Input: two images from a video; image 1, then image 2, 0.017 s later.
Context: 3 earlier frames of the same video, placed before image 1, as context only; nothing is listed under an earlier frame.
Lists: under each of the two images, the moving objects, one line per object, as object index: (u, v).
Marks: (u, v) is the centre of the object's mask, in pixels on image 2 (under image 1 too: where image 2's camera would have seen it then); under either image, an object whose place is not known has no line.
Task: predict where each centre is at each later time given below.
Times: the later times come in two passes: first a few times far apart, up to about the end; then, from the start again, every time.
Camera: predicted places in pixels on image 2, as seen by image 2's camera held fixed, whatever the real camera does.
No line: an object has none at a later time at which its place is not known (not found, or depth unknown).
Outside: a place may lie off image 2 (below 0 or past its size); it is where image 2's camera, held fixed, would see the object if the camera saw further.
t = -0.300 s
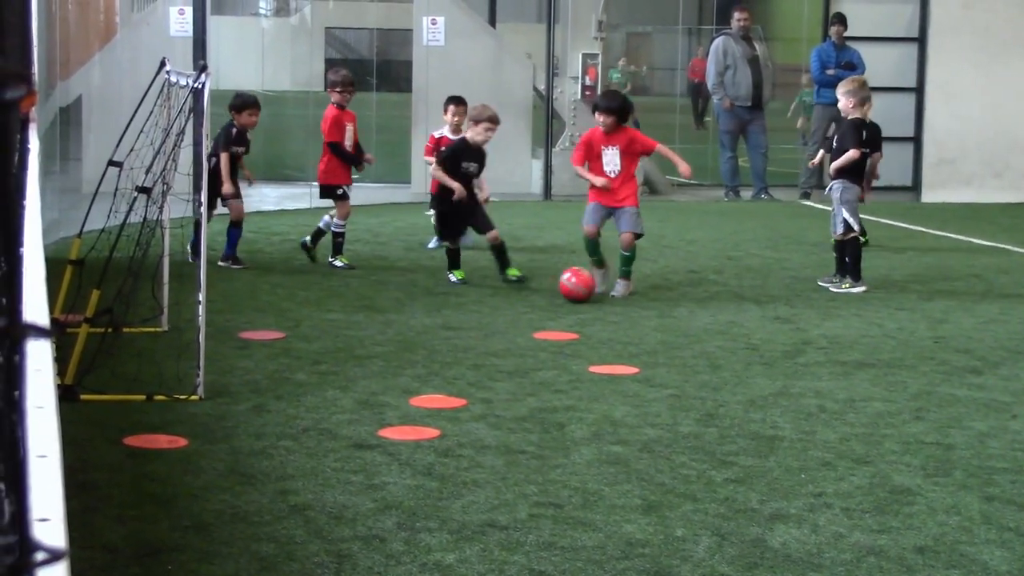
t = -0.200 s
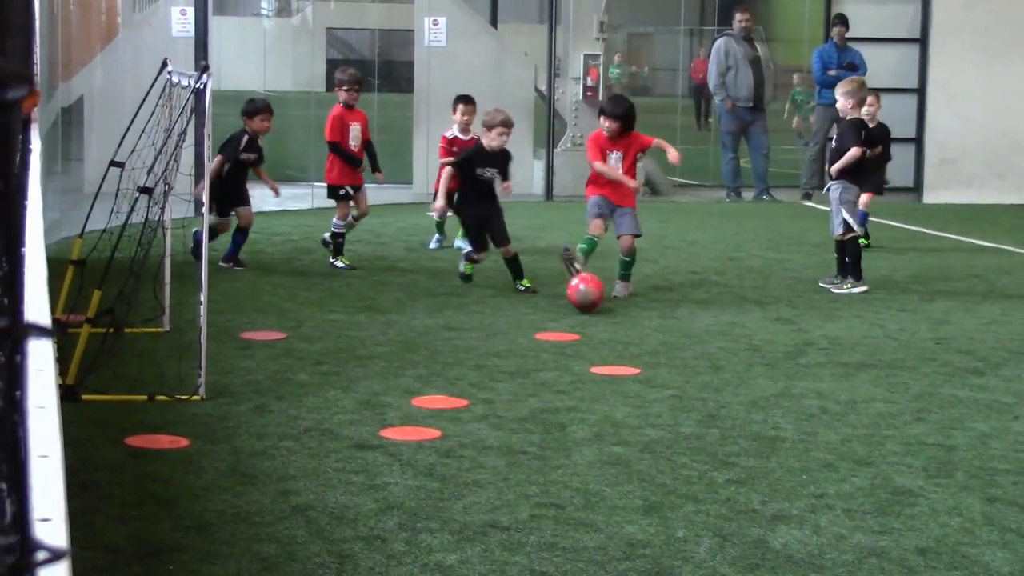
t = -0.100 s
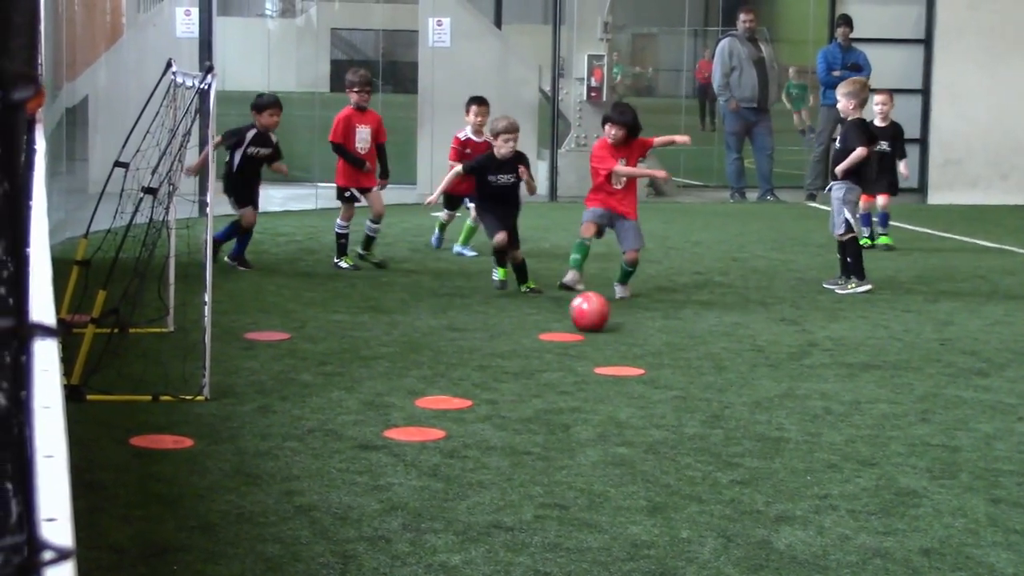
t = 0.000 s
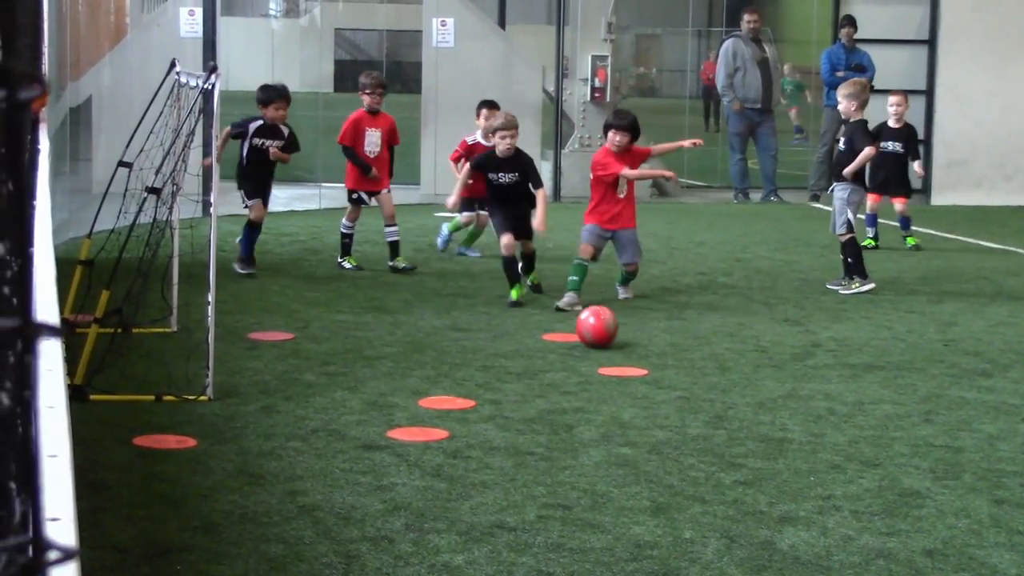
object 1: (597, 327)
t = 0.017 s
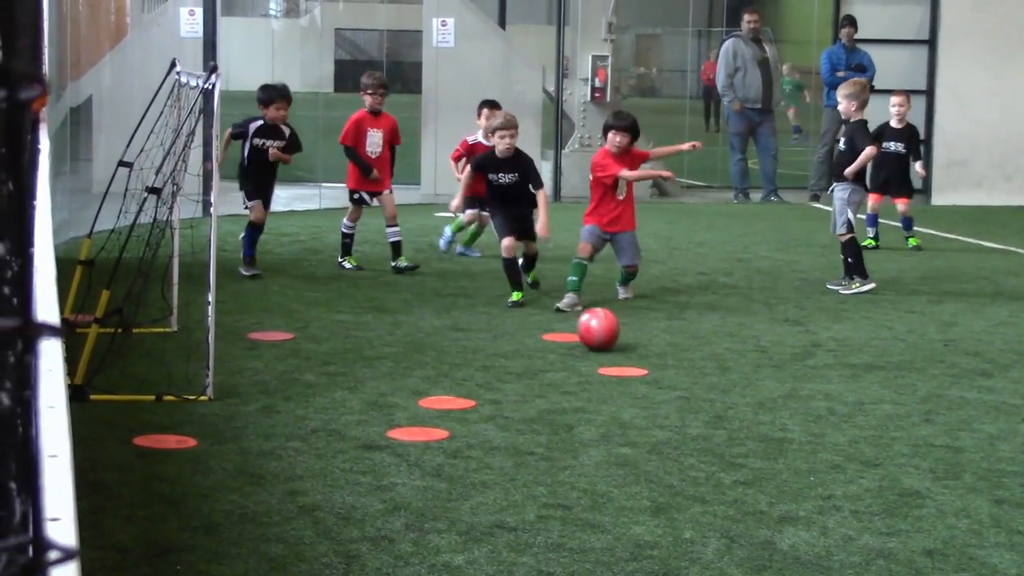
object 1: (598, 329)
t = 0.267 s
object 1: (623, 371)
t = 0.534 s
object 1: (660, 425)
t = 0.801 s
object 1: (708, 494)
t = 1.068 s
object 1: (780, 590)
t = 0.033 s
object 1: (599, 333)
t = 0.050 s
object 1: (601, 336)
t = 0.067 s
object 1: (602, 338)
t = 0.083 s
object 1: (603, 340)
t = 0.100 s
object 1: (605, 342)
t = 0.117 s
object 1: (607, 344)
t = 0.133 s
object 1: (608, 348)
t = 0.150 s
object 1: (610, 350)
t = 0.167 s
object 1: (611, 351)
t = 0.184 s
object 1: (613, 353)
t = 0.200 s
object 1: (615, 355)
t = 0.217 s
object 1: (617, 358)
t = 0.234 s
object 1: (619, 361)
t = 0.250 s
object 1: (621, 366)
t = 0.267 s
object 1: (623, 371)
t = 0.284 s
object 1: (625, 375)
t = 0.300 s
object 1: (627, 376)
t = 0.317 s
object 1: (629, 377)
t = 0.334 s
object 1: (631, 378)
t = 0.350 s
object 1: (633, 381)
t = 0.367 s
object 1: (635, 384)
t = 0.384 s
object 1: (638, 390)
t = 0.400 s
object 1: (640, 395)
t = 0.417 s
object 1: (643, 401)
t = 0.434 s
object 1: (645, 404)
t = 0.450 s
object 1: (646, 406)
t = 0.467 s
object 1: (649, 409)
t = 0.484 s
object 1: (652, 414)
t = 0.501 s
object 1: (655, 418)
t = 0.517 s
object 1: (658, 422)
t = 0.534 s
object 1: (660, 425)
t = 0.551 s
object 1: (663, 428)
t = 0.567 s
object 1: (665, 432)
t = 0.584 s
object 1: (668, 436)
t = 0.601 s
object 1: (671, 440)
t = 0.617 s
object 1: (674, 445)
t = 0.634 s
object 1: (677, 445)
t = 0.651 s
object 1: (680, 447)
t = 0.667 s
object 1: (682, 450)
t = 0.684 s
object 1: (685, 453)
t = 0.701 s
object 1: (687, 456)
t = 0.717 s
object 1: (691, 462)
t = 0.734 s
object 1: (695, 469)
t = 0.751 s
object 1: (698, 477)
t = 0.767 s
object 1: (701, 485)
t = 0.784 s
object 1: (704, 491)
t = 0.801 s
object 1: (708, 494)
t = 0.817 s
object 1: (711, 496)
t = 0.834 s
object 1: (715, 501)
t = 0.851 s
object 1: (719, 508)
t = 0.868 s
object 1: (723, 515)
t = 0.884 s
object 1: (728, 522)
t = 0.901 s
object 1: (732, 528)
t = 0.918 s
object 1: (737, 533)
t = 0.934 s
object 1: (741, 539)
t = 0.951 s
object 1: (745, 545)
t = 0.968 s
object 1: (749, 551)
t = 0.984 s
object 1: (755, 558)
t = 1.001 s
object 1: (760, 564)
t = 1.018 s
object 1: (766, 571)
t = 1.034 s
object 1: (770, 577)
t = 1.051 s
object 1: (775, 582)
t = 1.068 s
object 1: (780, 590)
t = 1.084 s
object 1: (786, 598)
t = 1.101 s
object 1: (792, 607)
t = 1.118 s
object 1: (799, 614)
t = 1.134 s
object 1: (805, 619)
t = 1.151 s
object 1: (811, 626)
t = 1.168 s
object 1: (818, 634)
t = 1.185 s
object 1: (825, 643)
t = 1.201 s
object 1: (831, 651)
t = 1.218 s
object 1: (837, 662)
